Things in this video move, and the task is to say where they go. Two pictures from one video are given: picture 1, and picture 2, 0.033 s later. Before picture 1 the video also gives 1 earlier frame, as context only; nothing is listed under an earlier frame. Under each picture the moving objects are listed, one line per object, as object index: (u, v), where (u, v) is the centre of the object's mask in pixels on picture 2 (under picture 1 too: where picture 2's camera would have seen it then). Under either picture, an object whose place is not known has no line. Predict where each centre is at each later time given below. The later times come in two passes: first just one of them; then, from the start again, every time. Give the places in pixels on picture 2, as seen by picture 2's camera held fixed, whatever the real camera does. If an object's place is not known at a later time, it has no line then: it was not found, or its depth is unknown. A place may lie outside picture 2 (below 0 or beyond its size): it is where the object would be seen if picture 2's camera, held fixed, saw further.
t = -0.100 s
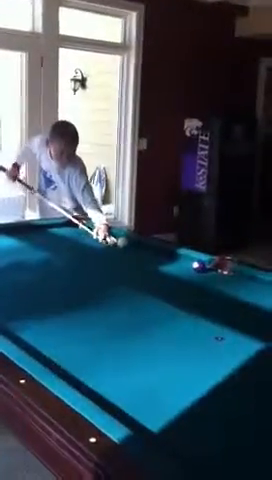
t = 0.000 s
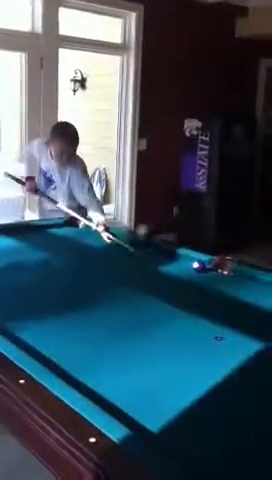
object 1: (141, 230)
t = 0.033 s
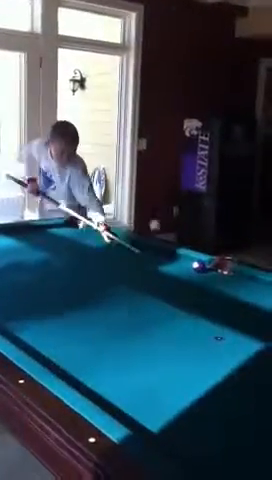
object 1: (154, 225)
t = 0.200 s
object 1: (248, 232)
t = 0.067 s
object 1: (168, 223)
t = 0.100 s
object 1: (186, 220)
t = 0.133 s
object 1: (202, 222)
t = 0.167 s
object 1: (223, 226)
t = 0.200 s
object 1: (248, 232)
